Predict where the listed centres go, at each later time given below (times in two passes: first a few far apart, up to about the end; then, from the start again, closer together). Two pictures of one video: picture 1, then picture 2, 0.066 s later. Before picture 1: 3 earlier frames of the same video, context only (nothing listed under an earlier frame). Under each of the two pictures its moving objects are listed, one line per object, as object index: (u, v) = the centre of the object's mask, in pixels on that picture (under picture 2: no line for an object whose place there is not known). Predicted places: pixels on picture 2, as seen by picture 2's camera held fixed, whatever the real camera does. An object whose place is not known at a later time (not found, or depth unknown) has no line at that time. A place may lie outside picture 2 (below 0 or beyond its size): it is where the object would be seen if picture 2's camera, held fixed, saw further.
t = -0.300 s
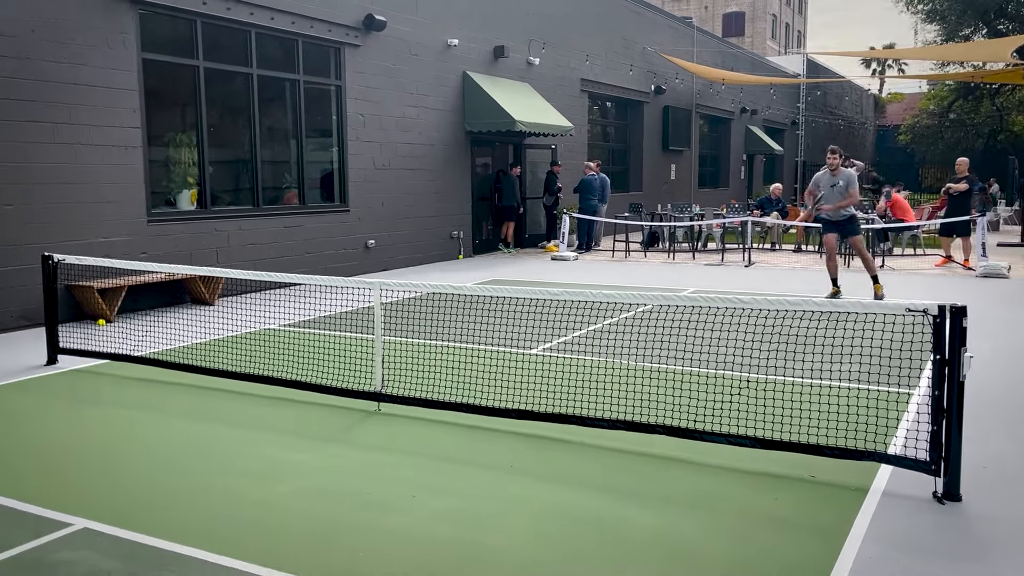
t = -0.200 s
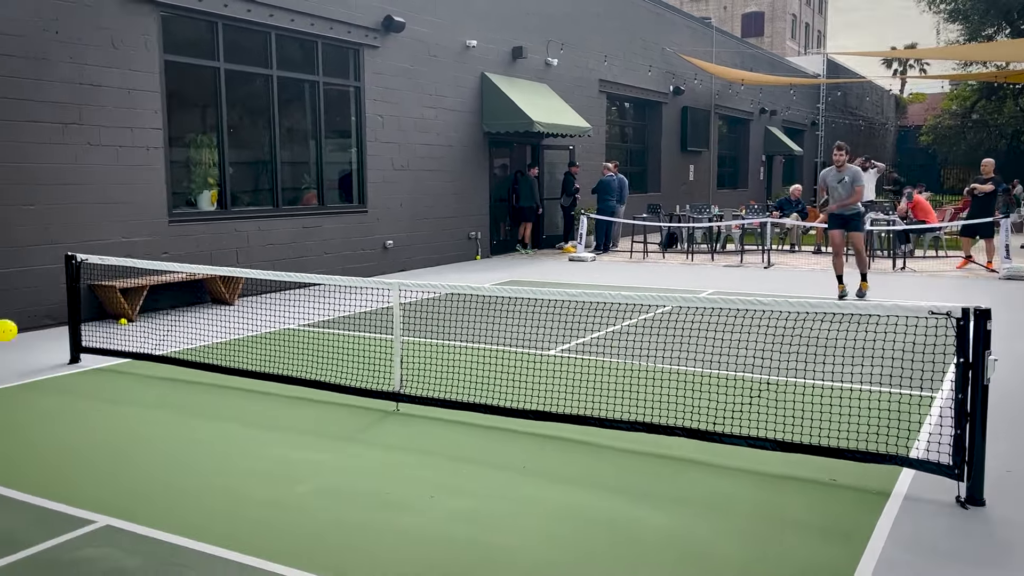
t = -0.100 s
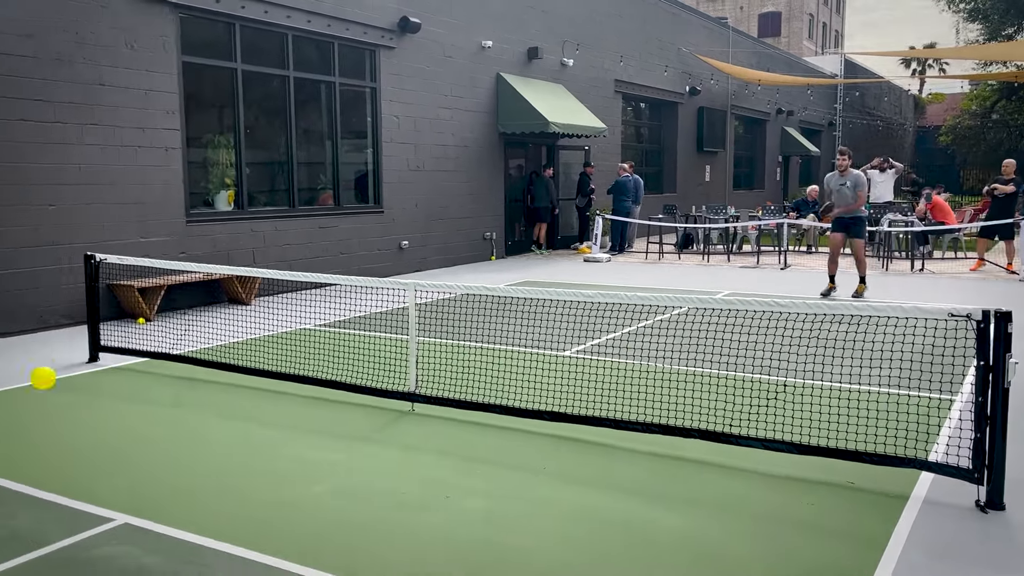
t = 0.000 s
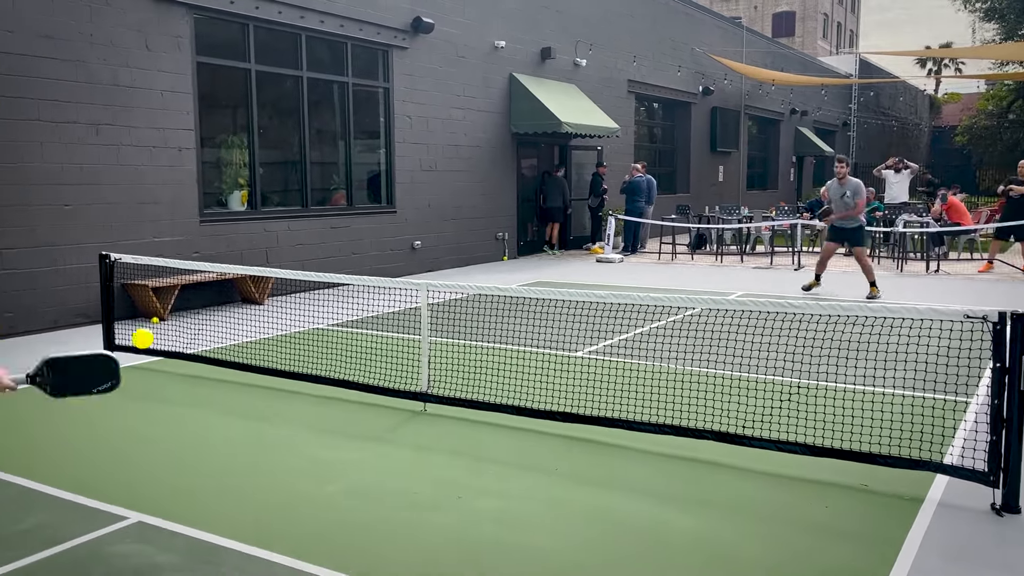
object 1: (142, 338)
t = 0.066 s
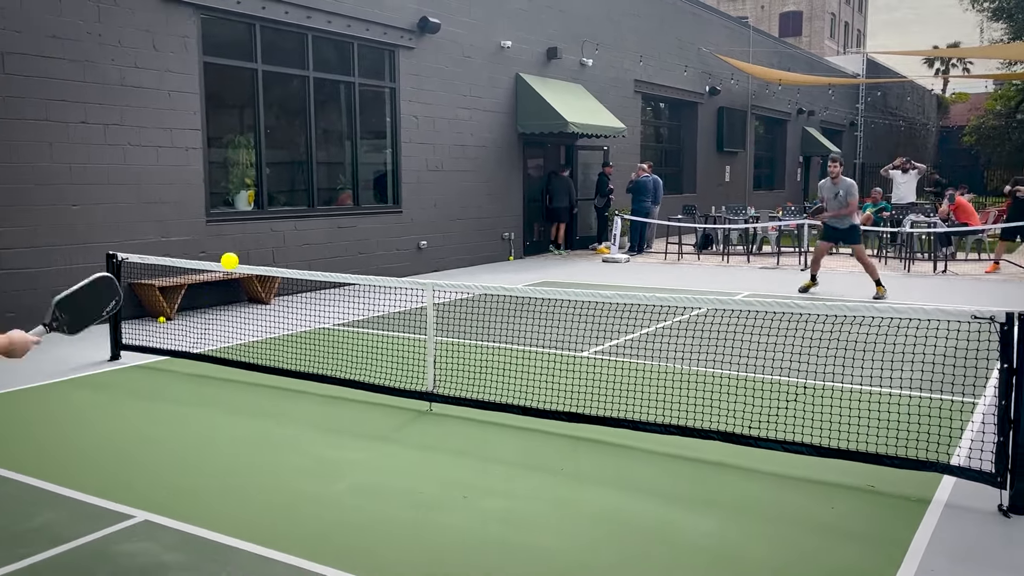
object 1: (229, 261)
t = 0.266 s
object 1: (363, 175)
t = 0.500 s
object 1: (438, 188)
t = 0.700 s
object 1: (475, 236)
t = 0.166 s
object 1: (310, 200)
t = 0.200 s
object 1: (330, 189)
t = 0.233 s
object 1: (347, 181)
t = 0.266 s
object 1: (363, 175)
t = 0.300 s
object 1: (377, 172)
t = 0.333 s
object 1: (390, 171)
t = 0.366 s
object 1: (401, 172)
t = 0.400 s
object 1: (411, 174)
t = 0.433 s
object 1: (421, 178)
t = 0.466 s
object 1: (430, 182)
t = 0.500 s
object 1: (438, 188)
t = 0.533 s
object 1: (445, 194)
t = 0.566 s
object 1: (452, 201)
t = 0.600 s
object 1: (459, 209)
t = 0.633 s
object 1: (464, 217)
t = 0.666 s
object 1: (470, 226)
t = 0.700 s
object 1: (475, 236)
